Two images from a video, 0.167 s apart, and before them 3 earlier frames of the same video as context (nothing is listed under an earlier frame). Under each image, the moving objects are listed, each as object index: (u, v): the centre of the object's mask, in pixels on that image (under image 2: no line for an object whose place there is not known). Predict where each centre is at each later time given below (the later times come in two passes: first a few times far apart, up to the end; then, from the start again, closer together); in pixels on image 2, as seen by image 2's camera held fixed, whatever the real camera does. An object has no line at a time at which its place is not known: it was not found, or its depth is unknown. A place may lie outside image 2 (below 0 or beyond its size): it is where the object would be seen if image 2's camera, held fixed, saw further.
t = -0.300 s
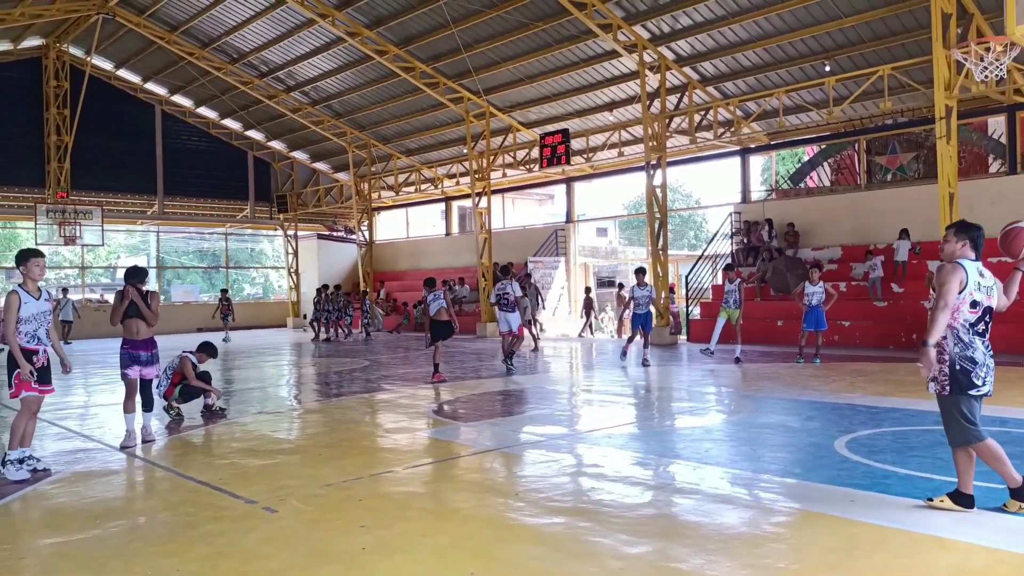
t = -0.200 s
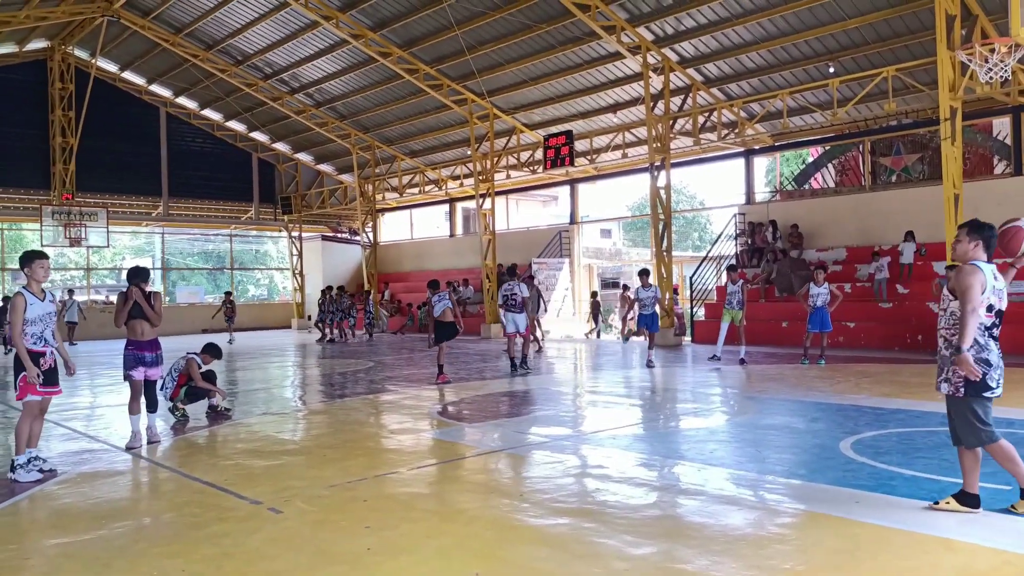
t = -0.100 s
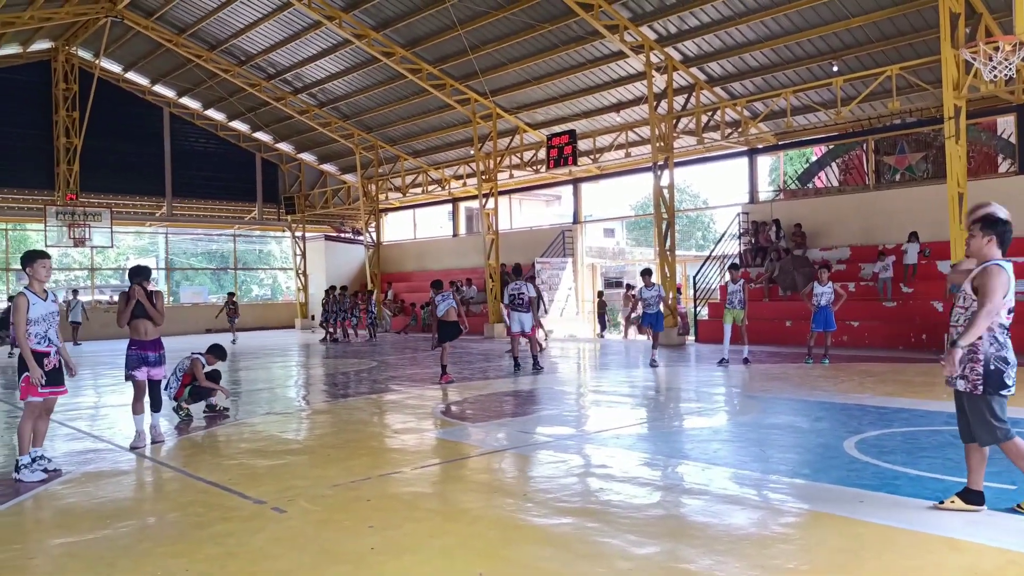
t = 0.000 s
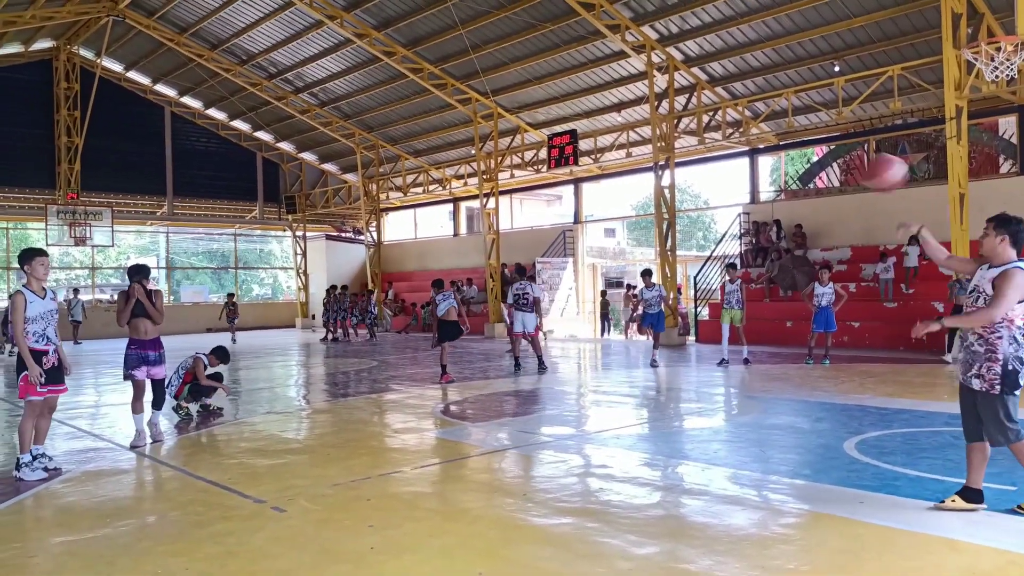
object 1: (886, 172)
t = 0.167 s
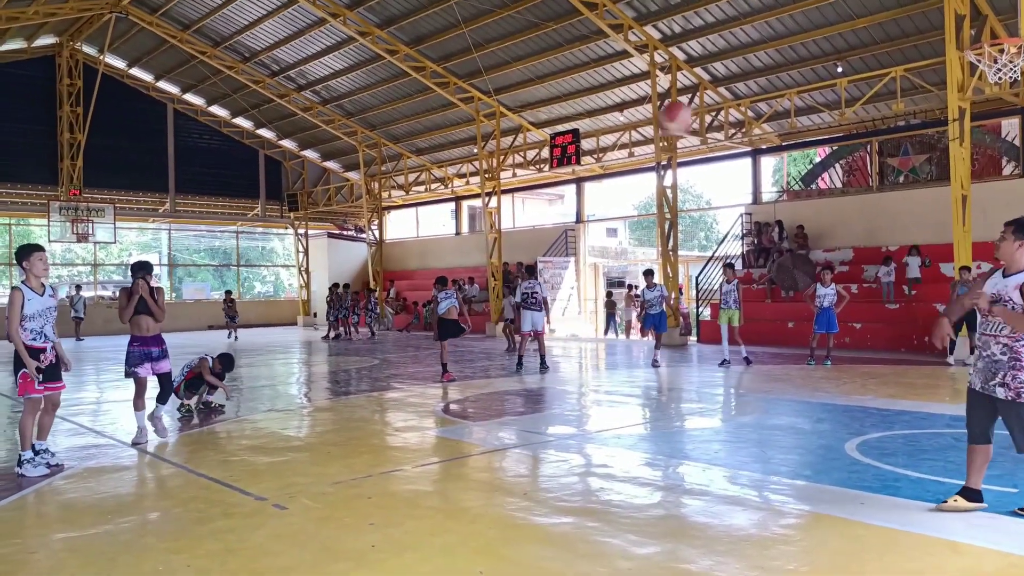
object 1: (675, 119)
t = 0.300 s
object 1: (520, 109)
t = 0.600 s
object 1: (200, 174)
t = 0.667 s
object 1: (136, 203)
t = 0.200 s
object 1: (636, 114)
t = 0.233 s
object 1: (596, 110)
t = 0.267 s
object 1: (558, 110)
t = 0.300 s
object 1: (520, 109)
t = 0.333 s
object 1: (482, 110)
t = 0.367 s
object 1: (446, 112)
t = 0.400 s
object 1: (409, 116)
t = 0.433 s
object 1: (373, 122)
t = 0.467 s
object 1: (338, 129)
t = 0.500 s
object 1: (304, 136)
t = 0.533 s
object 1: (267, 149)
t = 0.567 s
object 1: (234, 161)
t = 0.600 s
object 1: (200, 174)
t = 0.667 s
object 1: (136, 203)
